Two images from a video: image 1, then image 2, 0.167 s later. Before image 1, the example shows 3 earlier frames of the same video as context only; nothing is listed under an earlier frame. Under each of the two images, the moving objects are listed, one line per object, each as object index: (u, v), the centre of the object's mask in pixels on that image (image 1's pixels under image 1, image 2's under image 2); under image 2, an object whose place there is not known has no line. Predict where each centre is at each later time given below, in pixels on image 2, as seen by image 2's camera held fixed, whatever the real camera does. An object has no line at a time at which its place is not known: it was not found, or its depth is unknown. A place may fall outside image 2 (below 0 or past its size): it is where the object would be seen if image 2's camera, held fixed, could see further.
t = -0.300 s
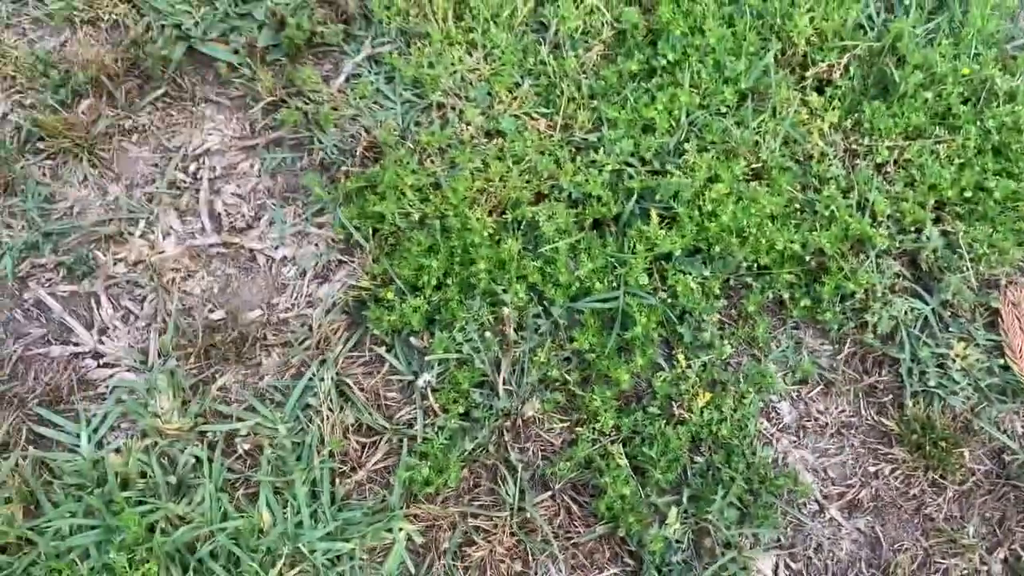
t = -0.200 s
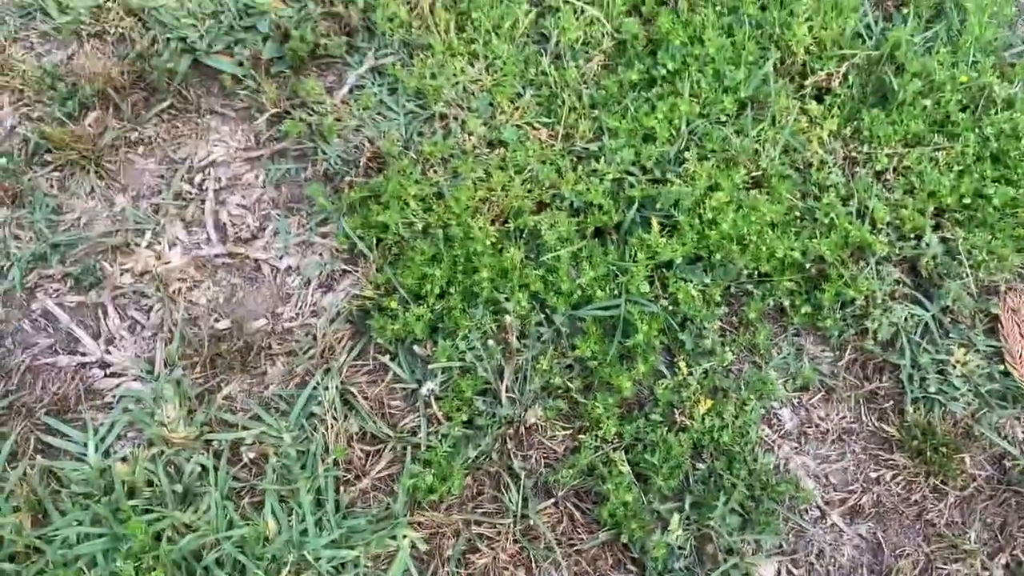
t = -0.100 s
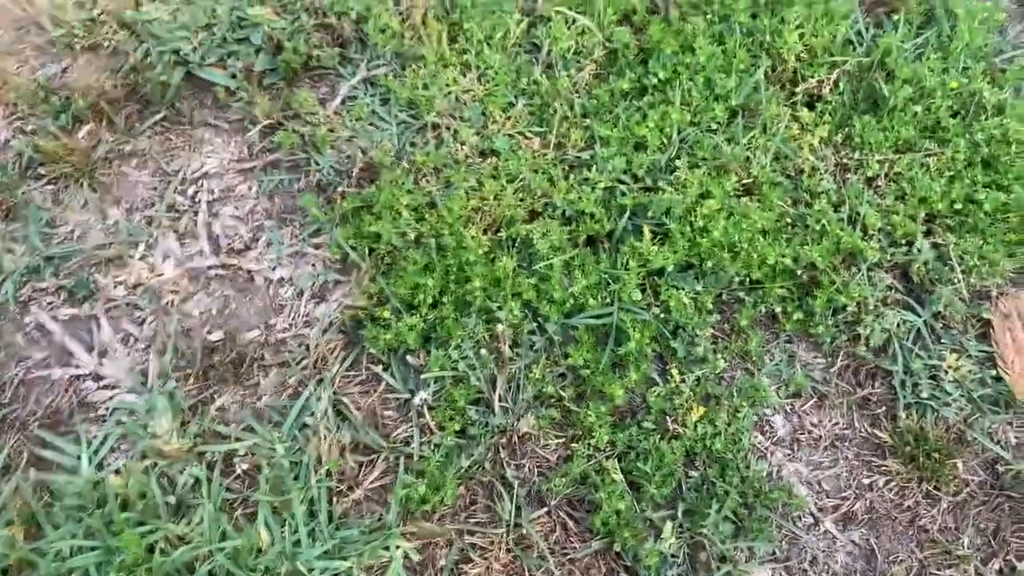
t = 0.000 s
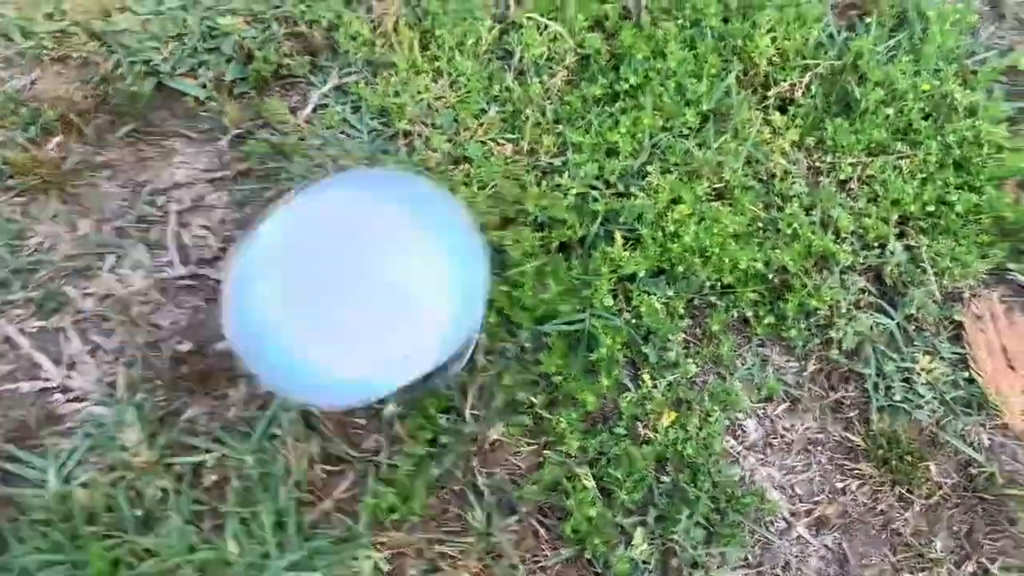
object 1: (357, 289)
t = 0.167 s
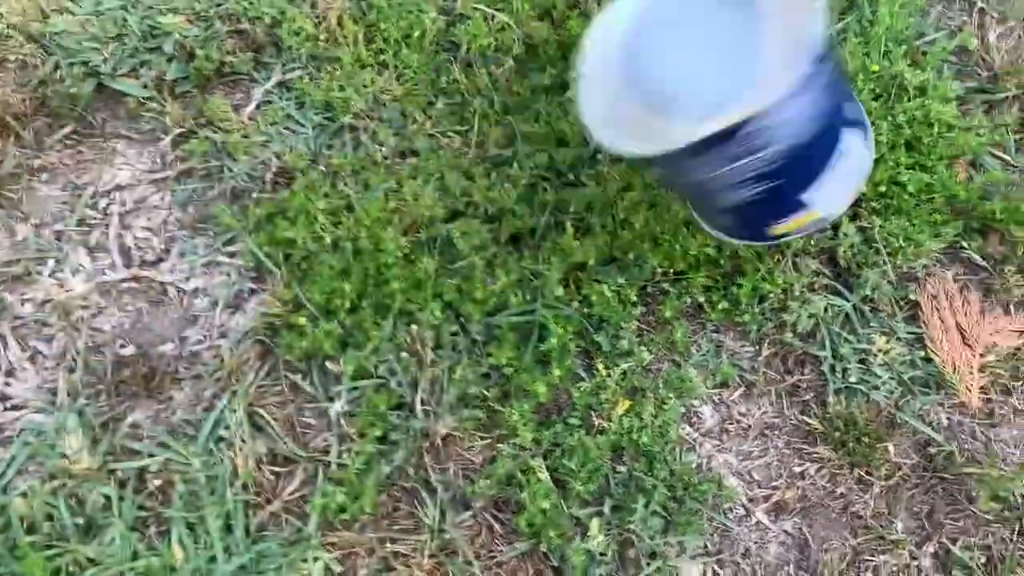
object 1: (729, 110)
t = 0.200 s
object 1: (807, 114)
